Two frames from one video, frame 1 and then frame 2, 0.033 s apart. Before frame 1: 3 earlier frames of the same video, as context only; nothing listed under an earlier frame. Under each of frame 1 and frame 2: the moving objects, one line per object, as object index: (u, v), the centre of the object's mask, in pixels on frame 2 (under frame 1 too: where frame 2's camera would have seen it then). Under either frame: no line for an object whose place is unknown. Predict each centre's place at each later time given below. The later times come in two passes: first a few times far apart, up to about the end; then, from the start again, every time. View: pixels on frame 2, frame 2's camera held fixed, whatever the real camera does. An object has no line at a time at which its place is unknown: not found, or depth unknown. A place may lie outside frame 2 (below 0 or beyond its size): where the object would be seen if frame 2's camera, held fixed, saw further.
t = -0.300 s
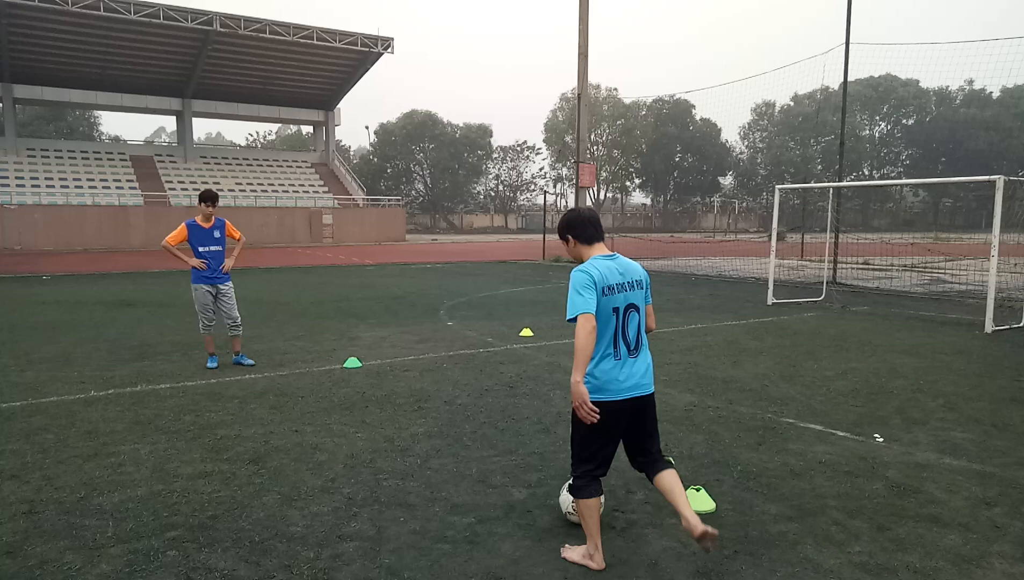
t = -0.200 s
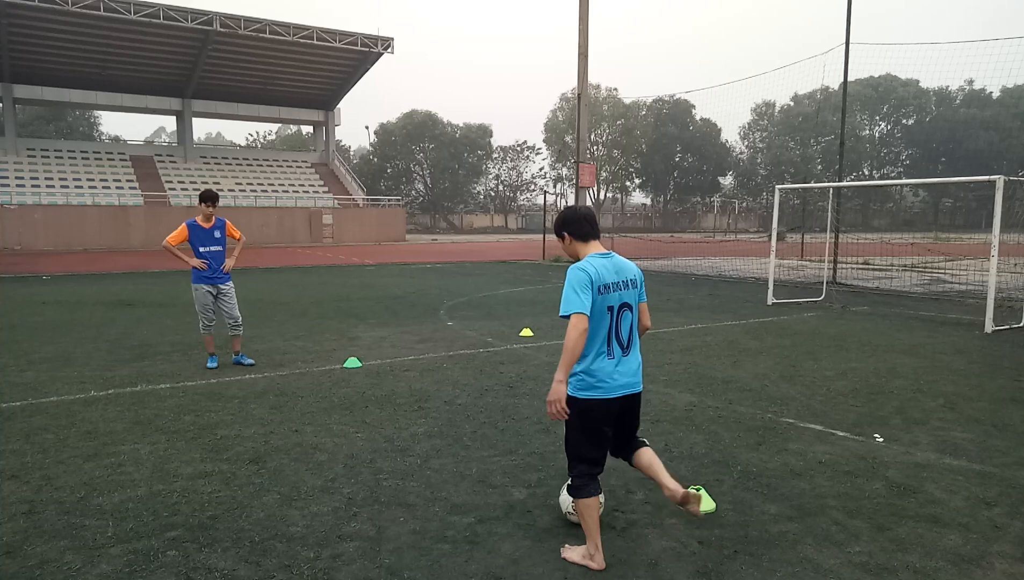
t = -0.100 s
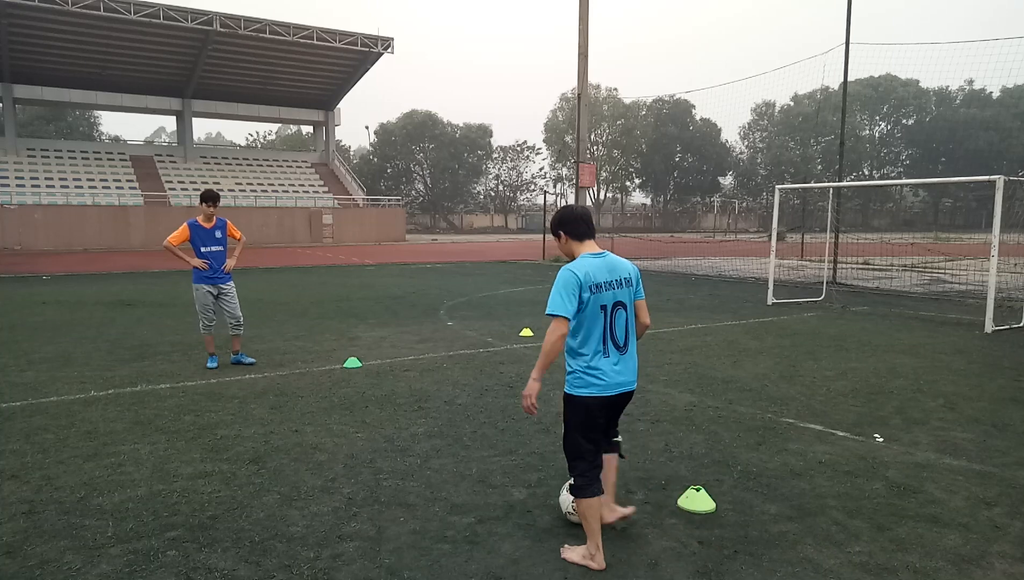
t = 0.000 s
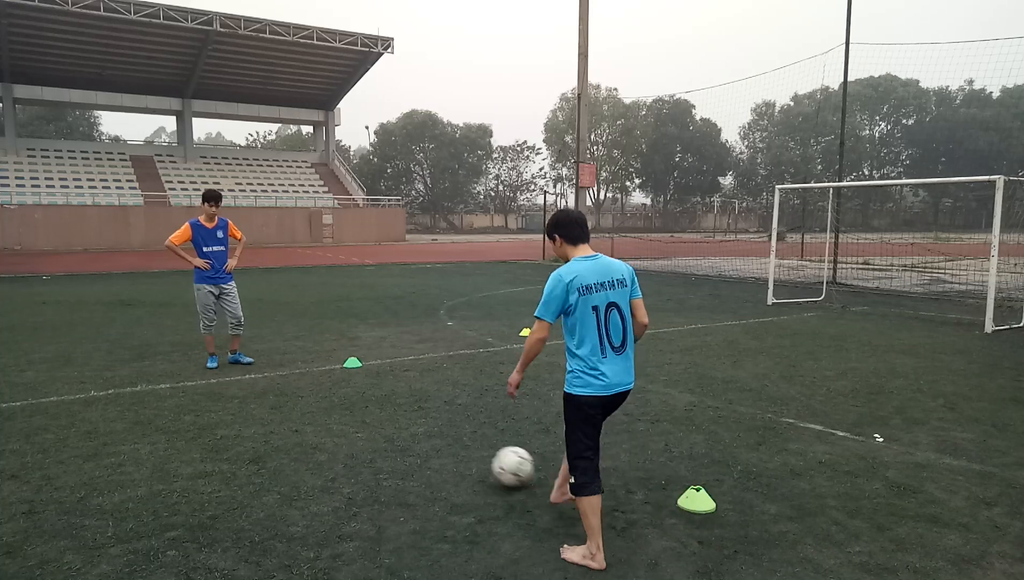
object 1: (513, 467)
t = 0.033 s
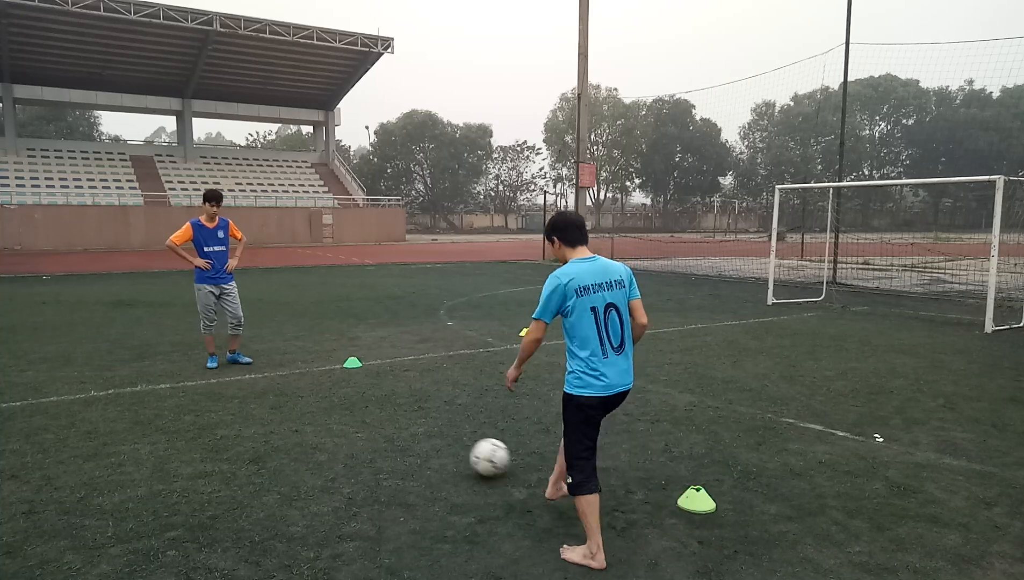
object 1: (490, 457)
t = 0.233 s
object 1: (398, 410)
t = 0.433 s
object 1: (342, 387)
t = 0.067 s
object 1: (471, 447)
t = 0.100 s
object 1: (453, 437)
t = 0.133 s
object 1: (437, 431)
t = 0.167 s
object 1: (422, 425)
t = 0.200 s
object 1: (409, 417)
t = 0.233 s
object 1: (398, 410)
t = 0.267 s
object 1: (386, 405)
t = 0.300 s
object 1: (375, 403)
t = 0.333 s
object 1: (366, 398)
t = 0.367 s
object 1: (358, 393)
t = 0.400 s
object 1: (349, 390)
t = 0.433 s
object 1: (342, 387)
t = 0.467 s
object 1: (335, 383)
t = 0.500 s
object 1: (329, 380)
